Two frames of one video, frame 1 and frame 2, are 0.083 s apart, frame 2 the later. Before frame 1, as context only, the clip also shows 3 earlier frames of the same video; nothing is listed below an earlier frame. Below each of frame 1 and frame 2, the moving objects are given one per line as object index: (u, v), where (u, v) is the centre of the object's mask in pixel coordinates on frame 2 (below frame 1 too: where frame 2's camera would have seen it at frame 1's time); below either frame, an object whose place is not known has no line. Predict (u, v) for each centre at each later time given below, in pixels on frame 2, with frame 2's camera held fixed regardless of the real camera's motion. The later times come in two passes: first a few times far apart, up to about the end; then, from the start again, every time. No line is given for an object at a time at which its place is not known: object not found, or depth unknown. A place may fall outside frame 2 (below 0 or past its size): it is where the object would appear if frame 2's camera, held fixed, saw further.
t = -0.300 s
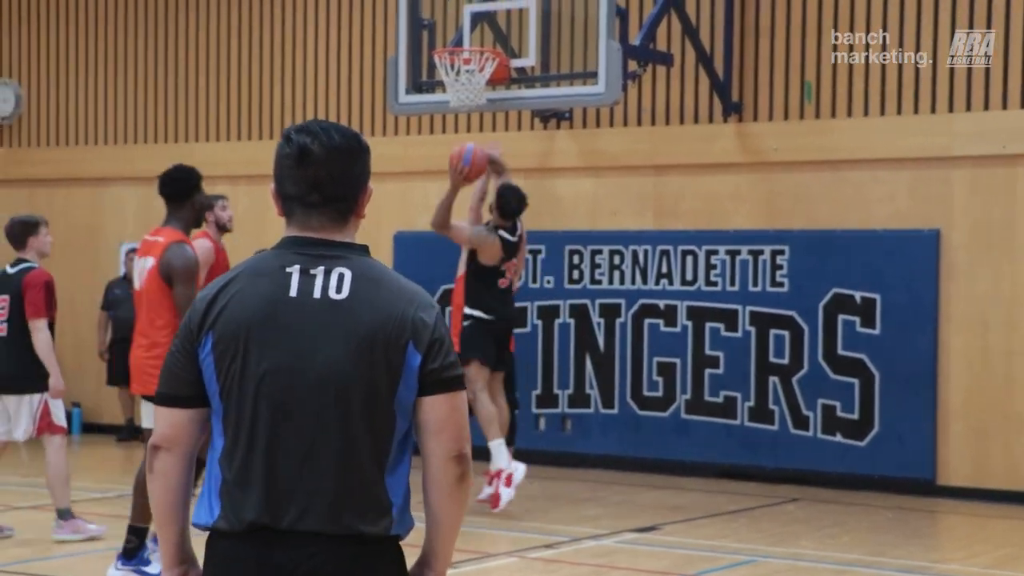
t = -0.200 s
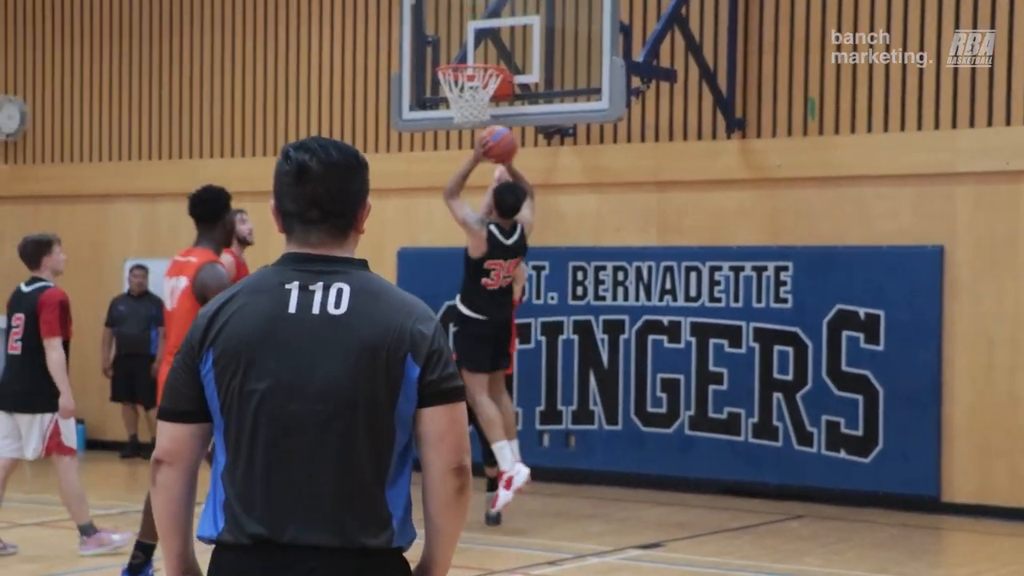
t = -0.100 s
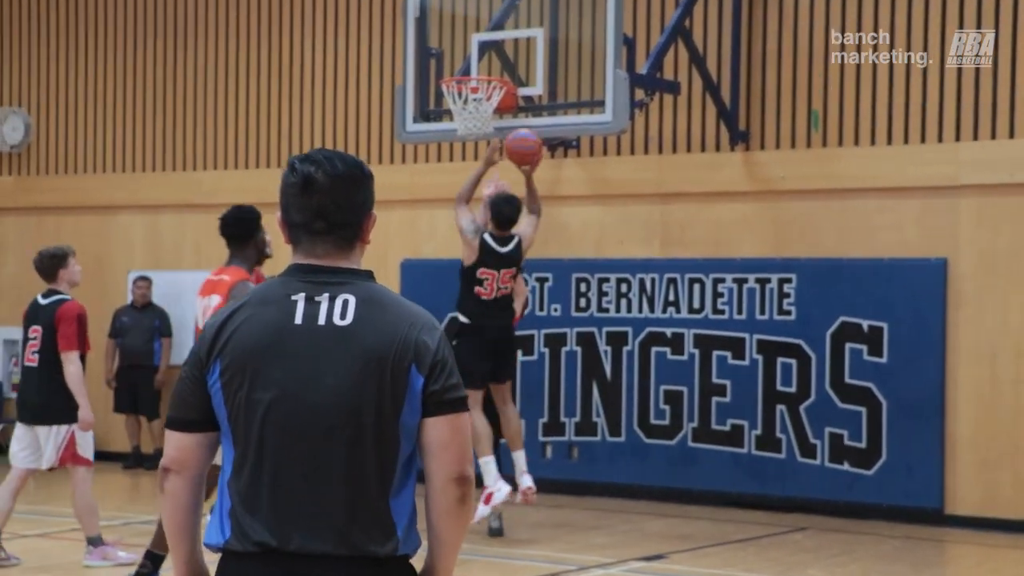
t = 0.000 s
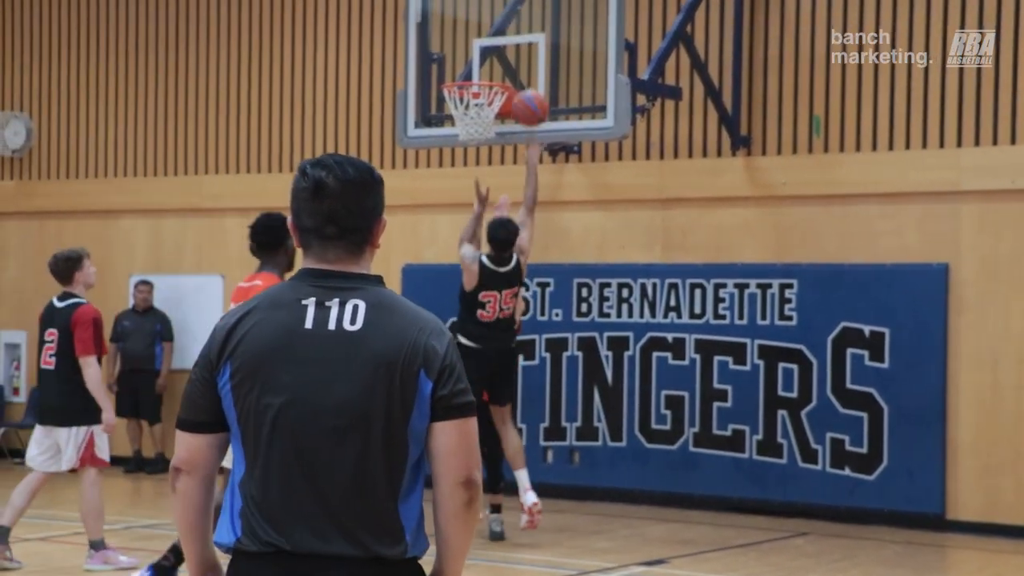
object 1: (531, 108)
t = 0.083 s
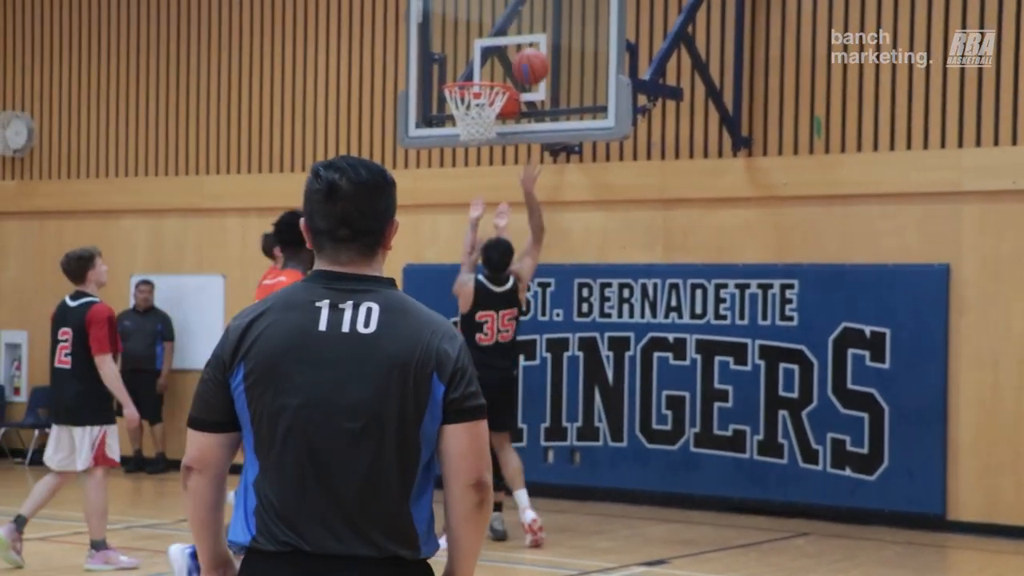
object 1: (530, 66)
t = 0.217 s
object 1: (526, 22)
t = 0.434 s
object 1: (521, 10)
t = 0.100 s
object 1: (529, 60)
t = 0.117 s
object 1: (529, 54)
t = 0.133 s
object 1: (528, 46)
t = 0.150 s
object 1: (528, 41)
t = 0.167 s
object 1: (528, 36)
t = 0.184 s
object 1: (527, 31)
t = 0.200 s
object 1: (527, 27)
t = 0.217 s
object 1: (526, 22)
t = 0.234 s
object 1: (526, 19)
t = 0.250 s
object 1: (525, 16)
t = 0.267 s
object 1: (525, 14)
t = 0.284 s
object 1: (525, 13)
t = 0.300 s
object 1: (524, 11)
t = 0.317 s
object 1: (524, 10)
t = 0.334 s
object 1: (523, 10)
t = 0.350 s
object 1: (522, 9)
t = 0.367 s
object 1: (523, 9)
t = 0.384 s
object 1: (522, 9)
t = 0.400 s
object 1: (522, 9)
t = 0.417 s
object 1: (522, 10)
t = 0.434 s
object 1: (521, 10)
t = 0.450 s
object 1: (520, 12)
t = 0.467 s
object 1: (521, 13)
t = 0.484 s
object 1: (520, 16)
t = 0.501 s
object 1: (520, 19)
